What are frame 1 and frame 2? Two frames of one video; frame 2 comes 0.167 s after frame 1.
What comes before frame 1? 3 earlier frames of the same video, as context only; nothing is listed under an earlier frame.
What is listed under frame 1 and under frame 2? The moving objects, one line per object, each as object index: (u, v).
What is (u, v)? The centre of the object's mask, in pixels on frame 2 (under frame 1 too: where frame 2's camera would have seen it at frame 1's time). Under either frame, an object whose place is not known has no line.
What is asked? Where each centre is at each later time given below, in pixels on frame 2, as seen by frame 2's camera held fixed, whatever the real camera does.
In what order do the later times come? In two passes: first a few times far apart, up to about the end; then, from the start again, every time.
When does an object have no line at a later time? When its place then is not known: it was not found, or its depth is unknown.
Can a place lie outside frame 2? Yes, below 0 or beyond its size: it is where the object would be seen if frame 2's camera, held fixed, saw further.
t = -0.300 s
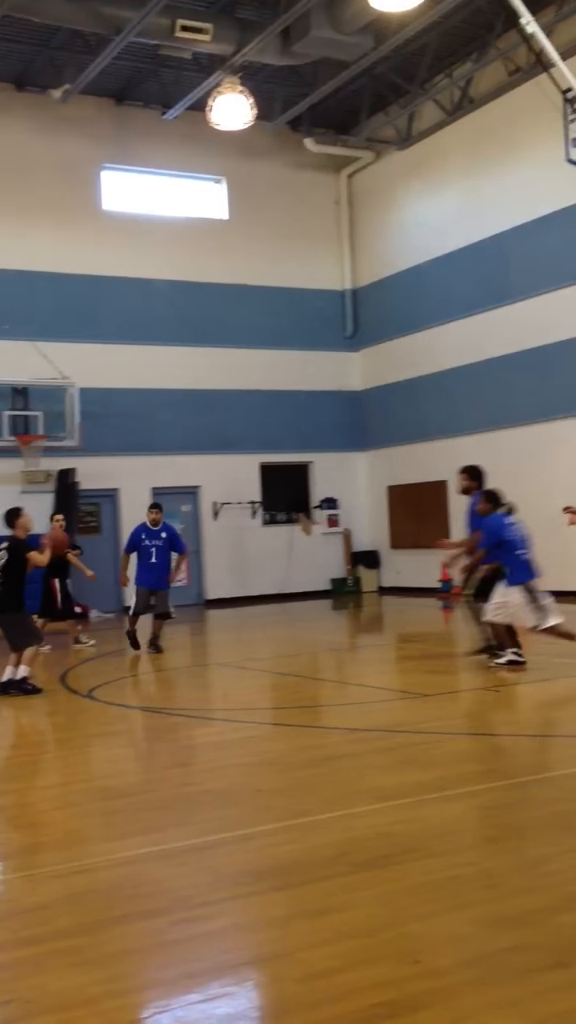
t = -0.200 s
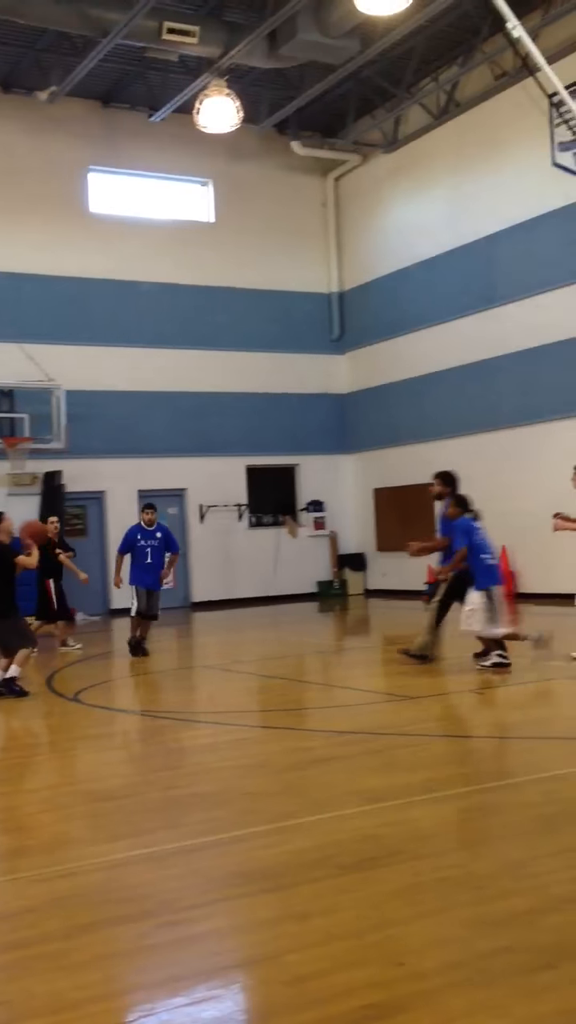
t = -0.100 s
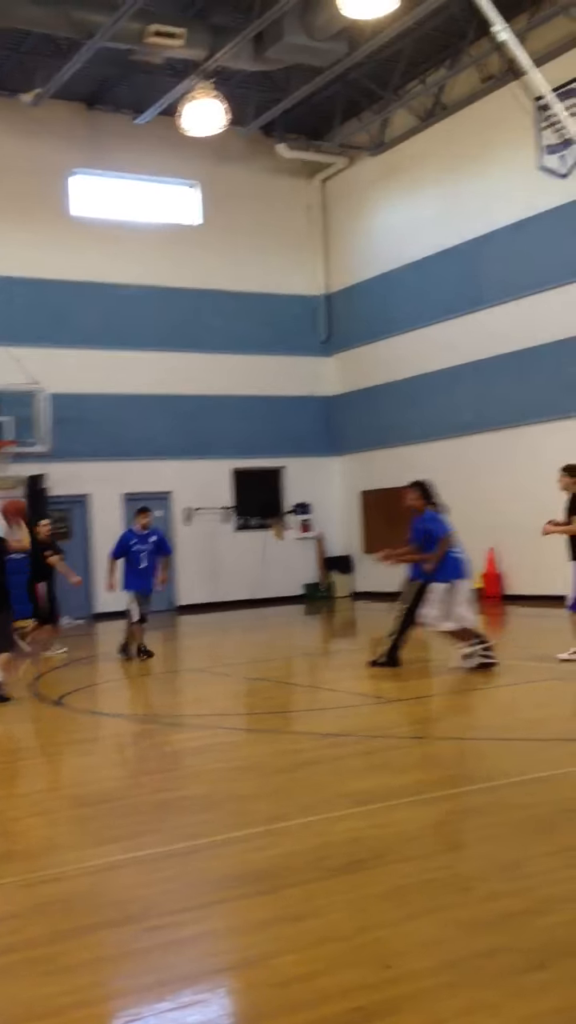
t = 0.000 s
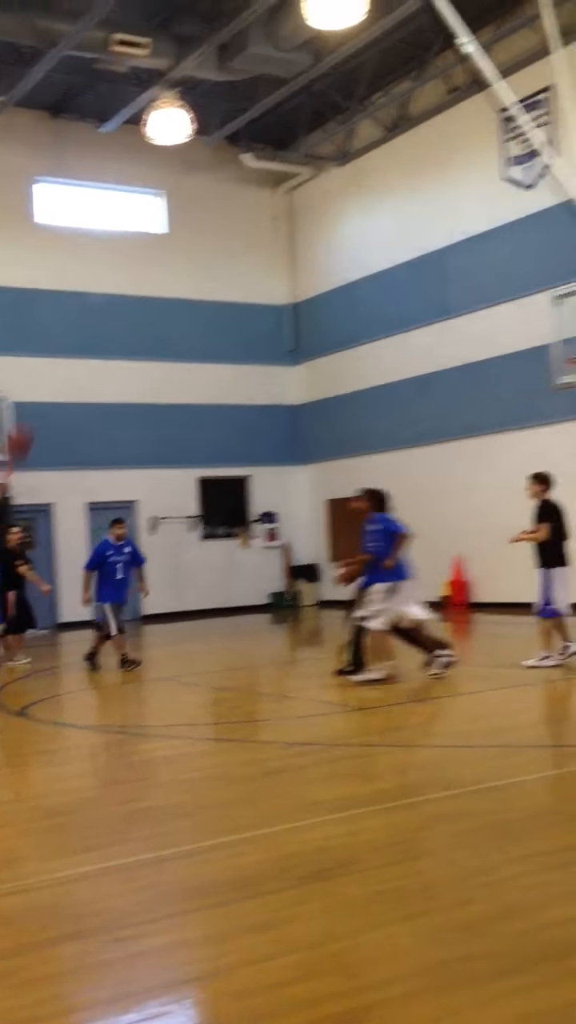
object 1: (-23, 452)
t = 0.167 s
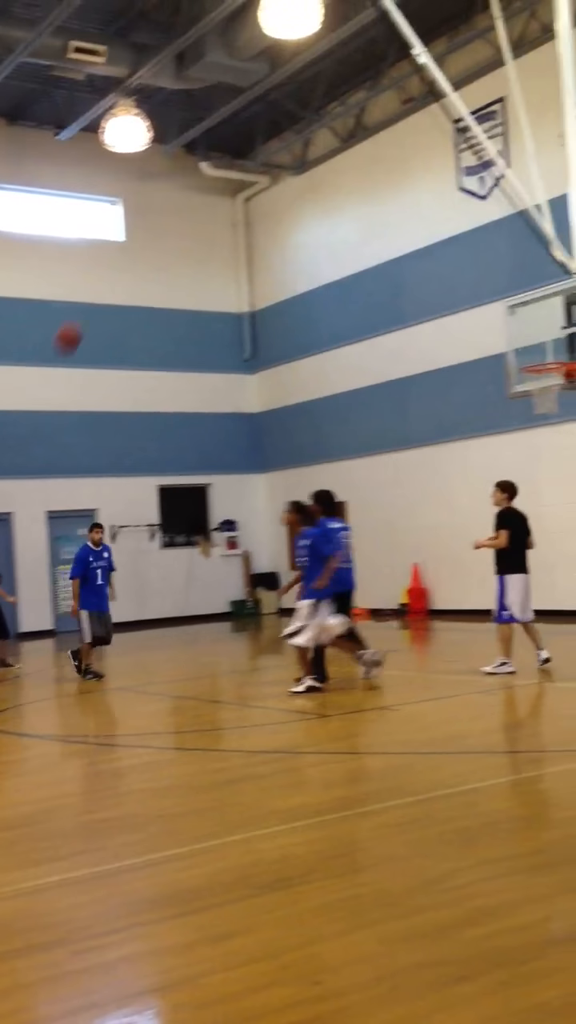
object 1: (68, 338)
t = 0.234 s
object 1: (103, 302)
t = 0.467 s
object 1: (220, 220)
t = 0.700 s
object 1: (329, 195)
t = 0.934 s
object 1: (433, 223)
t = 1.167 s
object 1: (533, 297)
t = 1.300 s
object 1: (580, 357)
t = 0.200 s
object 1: (85, 320)
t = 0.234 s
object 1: (103, 302)
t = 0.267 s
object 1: (121, 285)
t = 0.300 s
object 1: (137, 271)
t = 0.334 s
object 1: (155, 259)
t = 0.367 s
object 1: (171, 247)
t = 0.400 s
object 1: (187, 237)
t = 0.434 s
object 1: (204, 227)
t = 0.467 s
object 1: (220, 220)
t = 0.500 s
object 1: (235, 214)
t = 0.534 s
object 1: (252, 208)
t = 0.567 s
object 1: (268, 202)
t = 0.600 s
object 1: (283, 199)
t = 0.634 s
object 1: (298, 196)
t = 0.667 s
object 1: (313, 195)
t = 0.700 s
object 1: (329, 195)
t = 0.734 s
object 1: (343, 196)
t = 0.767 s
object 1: (359, 199)
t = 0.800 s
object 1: (375, 202)
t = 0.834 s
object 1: (389, 205)
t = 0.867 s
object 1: (404, 210)
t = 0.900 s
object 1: (418, 216)
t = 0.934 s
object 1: (433, 223)
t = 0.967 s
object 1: (448, 231)
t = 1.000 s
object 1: (463, 240)
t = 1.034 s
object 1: (476, 249)
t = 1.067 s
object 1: (492, 261)
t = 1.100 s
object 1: (506, 271)
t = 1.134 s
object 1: (518, 283)
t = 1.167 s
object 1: (533, 297)
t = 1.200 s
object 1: (547, 311)
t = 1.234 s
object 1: (561, 326)
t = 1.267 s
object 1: (573, 343)
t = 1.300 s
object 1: (580, 357)
